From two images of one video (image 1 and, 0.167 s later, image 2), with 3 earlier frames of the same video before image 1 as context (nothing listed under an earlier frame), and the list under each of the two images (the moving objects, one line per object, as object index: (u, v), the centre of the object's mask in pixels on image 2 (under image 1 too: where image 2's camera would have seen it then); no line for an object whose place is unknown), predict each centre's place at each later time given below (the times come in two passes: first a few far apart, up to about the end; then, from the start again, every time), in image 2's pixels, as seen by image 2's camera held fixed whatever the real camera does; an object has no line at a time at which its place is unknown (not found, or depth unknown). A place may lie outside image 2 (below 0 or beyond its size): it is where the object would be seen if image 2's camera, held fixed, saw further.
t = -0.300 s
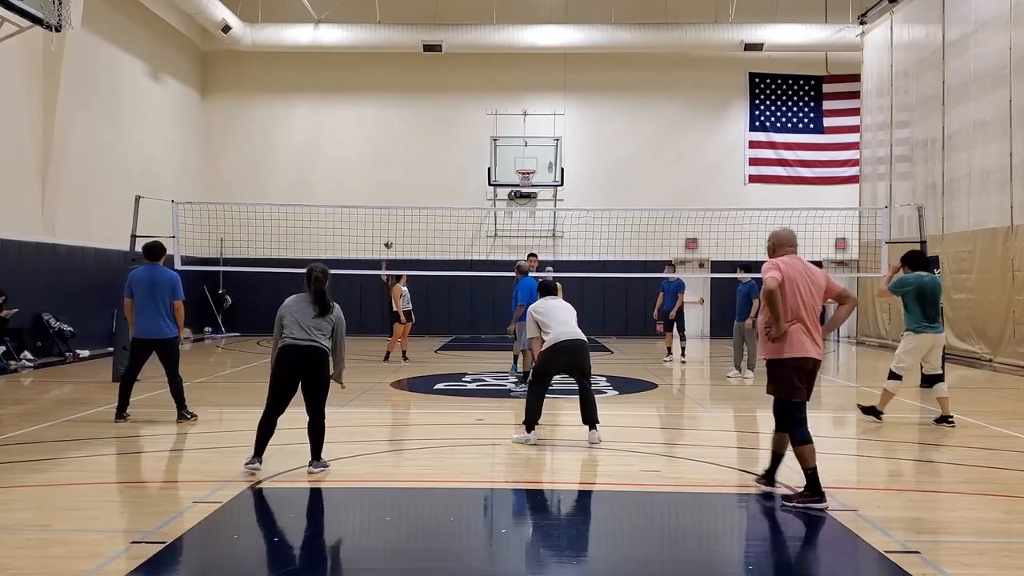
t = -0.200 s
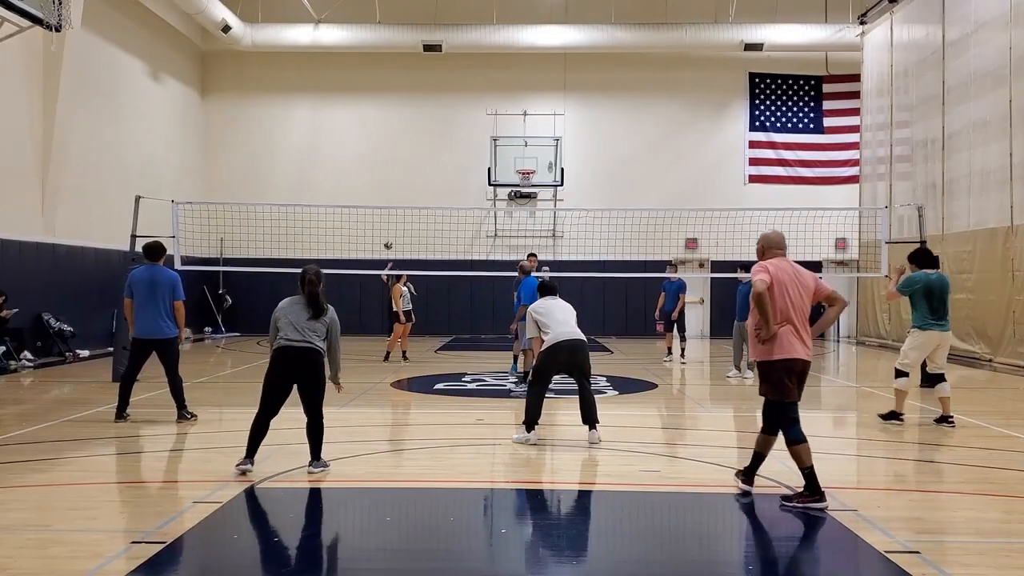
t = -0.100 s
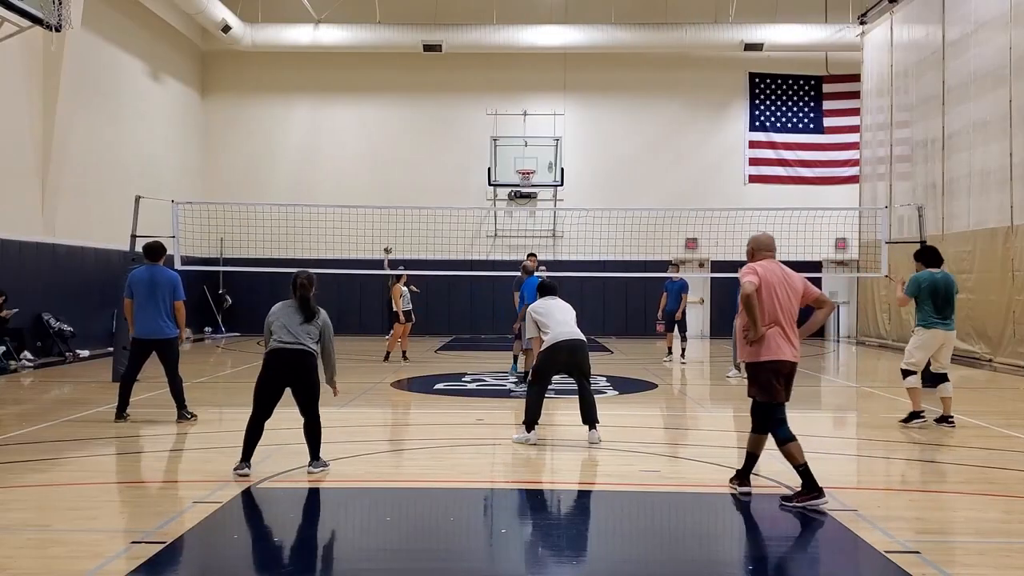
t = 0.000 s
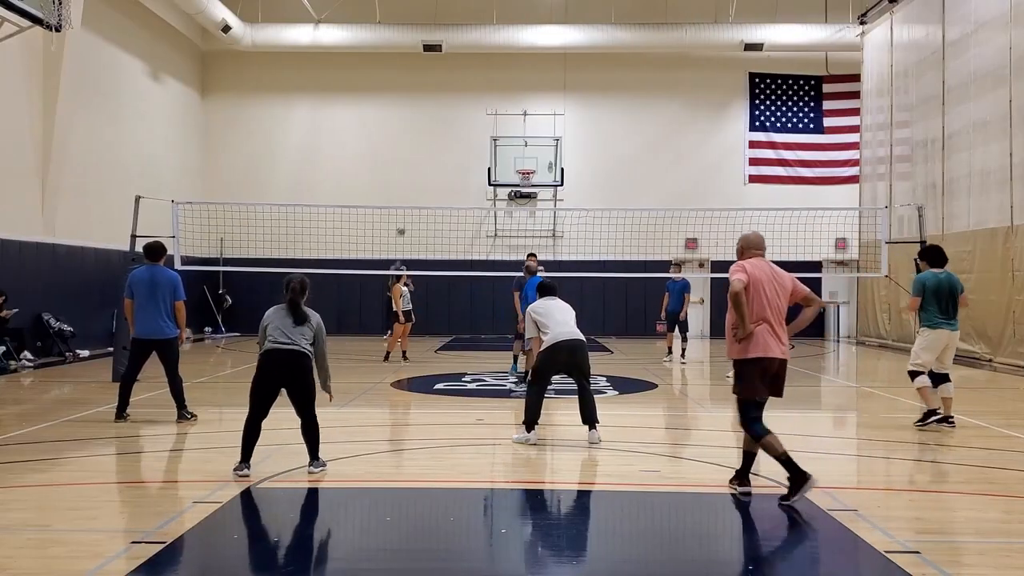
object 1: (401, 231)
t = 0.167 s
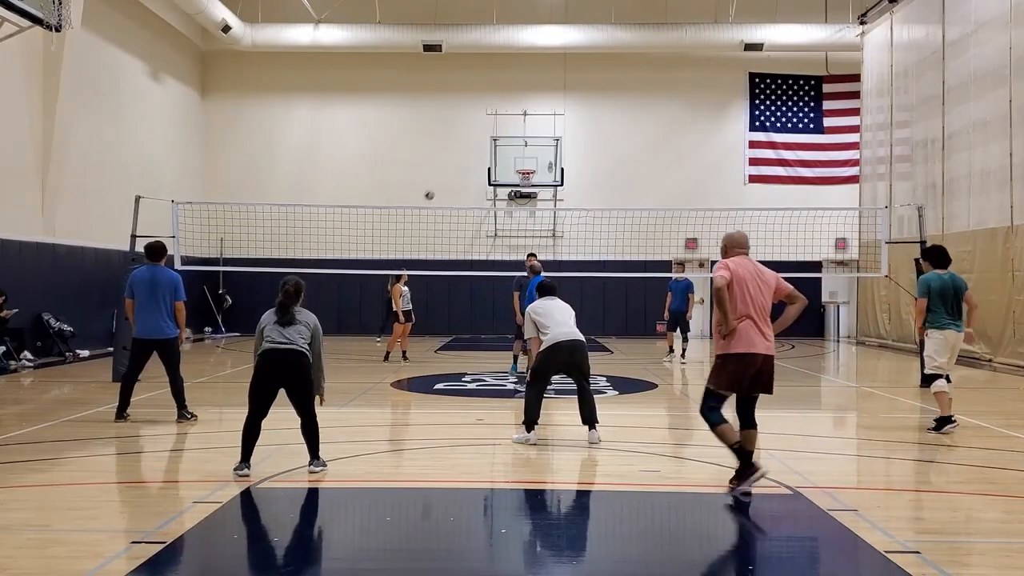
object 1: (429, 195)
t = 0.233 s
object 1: (441, 182)
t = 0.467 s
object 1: (487, 147)
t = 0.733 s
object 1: (556, 139)
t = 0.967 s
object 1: (635, 172)
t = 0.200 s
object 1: (435, 188)
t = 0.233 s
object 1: (441, 182)
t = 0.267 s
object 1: (448, 176)
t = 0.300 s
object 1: (454, 171)
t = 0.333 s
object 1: (460, 165)
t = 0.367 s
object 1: (467, 160)
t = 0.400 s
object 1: (474, 155)
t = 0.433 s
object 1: (480, 151)
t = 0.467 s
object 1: (487, 147)
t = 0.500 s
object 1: (494, 146)
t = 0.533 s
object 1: (502, 142)
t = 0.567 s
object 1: (510, 141)
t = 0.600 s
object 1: (519, 139)
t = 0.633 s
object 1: (527, 138)
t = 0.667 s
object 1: (537, 138)
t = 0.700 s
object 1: (546, 138)
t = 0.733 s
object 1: (556, 139)
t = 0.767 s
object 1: (566, 142)
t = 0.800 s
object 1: (576, 145)
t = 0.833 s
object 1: (587, 148)
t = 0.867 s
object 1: (598, 152)
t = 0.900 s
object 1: (610, 157)
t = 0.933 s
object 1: (623, 164)
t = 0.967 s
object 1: (635, 172)
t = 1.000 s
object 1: (648, 180)
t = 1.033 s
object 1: (662, 191)
